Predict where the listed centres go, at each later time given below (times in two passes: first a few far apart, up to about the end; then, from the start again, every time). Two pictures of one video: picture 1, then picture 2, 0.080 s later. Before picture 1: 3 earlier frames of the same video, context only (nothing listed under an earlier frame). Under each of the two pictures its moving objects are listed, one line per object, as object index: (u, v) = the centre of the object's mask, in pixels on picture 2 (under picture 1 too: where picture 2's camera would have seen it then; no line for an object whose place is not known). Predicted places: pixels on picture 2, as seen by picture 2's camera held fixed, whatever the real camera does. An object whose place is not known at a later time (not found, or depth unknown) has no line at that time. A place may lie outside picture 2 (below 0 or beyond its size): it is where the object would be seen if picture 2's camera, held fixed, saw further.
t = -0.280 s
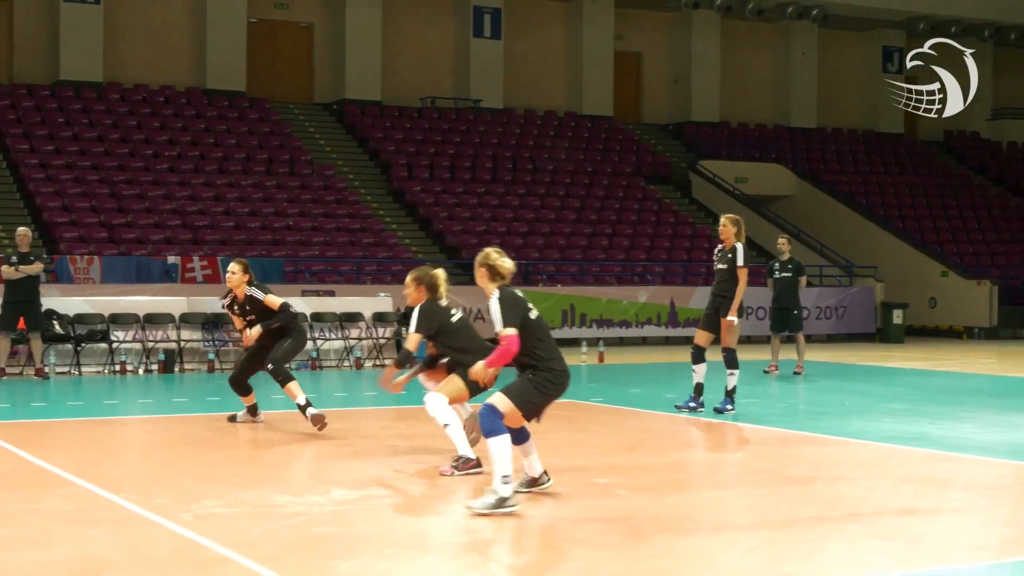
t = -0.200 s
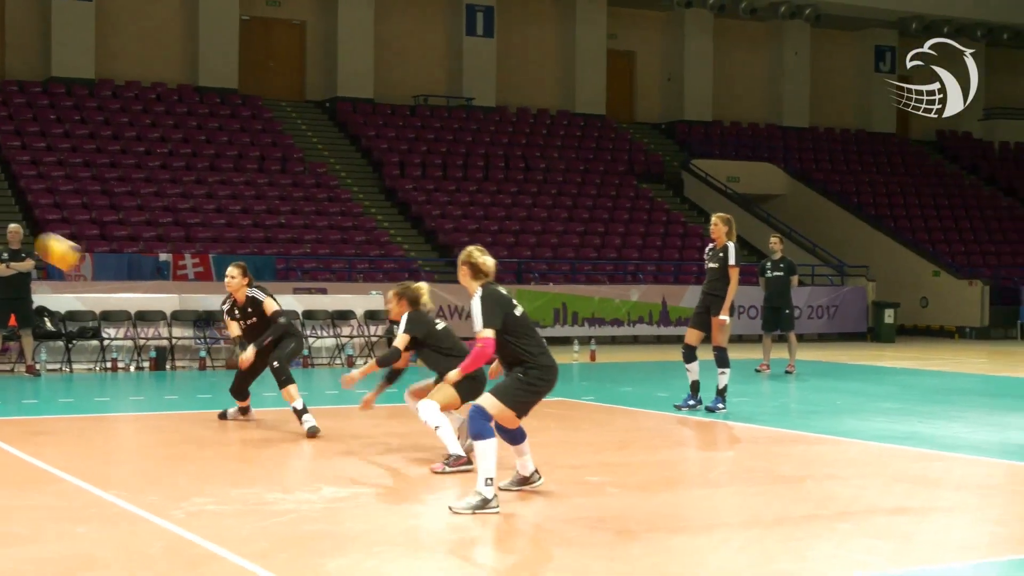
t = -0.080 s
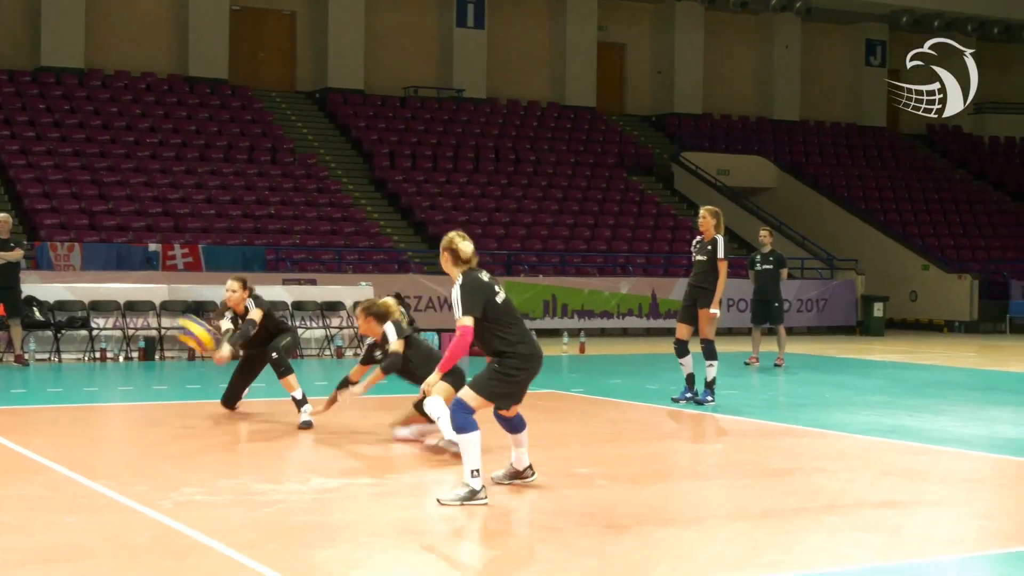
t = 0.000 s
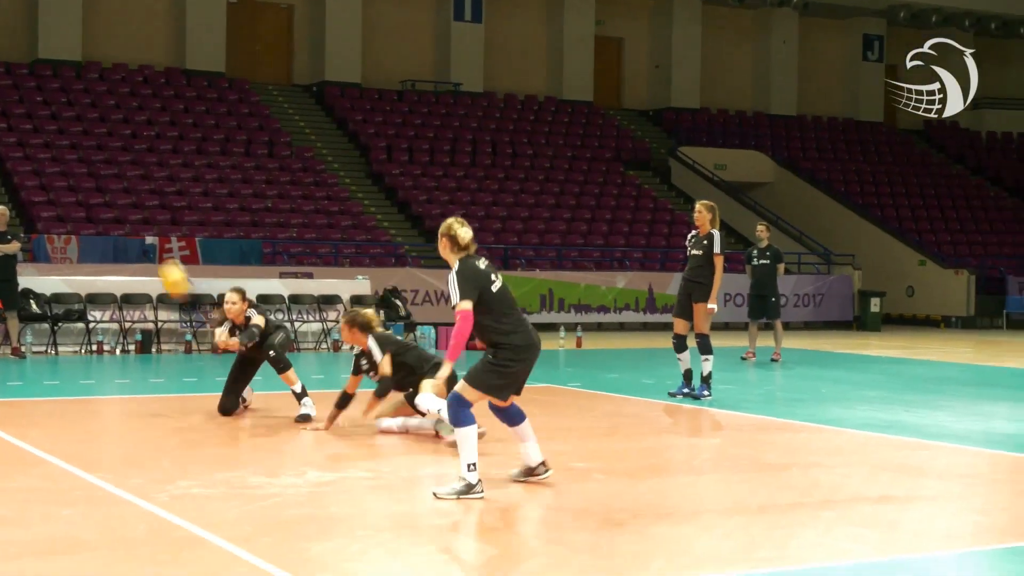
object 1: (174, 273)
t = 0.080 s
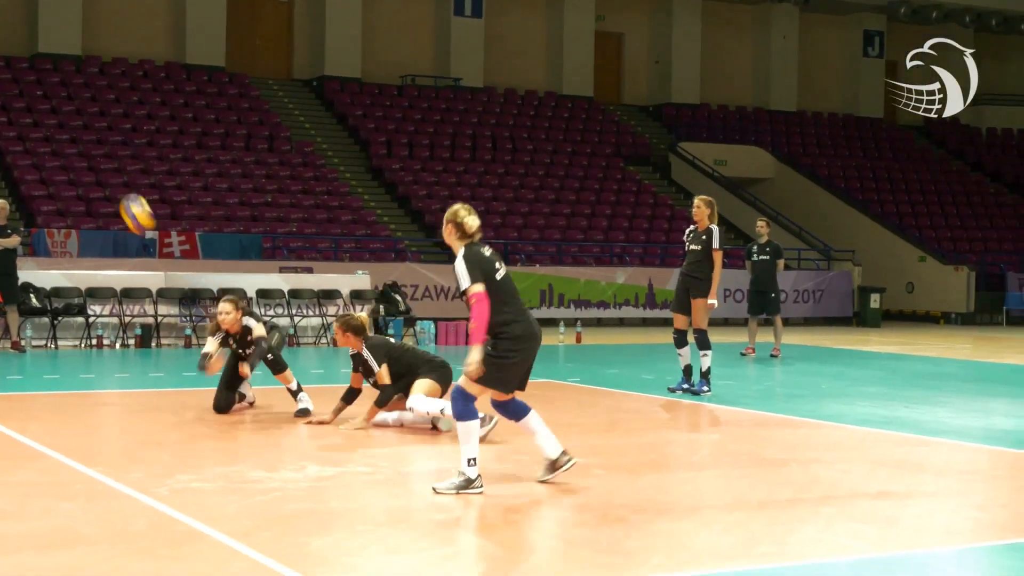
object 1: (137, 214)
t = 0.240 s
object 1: (62, 119)
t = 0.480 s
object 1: (-43, 37)
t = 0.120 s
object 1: (118, 187)
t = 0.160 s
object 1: (99, 162)
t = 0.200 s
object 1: (80, 139)
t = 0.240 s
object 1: (62, 119)
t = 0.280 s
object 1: (43, 100)
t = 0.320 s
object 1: (25, 83)
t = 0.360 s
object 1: (6, 68)
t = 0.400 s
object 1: (-10, 57)
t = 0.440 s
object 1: (-25, 46)
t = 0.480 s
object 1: (-43, 37)
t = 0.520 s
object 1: (-69, 29)
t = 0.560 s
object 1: (-87, 23)
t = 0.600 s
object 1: (-106, 19)
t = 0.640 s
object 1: (-124, 17)
